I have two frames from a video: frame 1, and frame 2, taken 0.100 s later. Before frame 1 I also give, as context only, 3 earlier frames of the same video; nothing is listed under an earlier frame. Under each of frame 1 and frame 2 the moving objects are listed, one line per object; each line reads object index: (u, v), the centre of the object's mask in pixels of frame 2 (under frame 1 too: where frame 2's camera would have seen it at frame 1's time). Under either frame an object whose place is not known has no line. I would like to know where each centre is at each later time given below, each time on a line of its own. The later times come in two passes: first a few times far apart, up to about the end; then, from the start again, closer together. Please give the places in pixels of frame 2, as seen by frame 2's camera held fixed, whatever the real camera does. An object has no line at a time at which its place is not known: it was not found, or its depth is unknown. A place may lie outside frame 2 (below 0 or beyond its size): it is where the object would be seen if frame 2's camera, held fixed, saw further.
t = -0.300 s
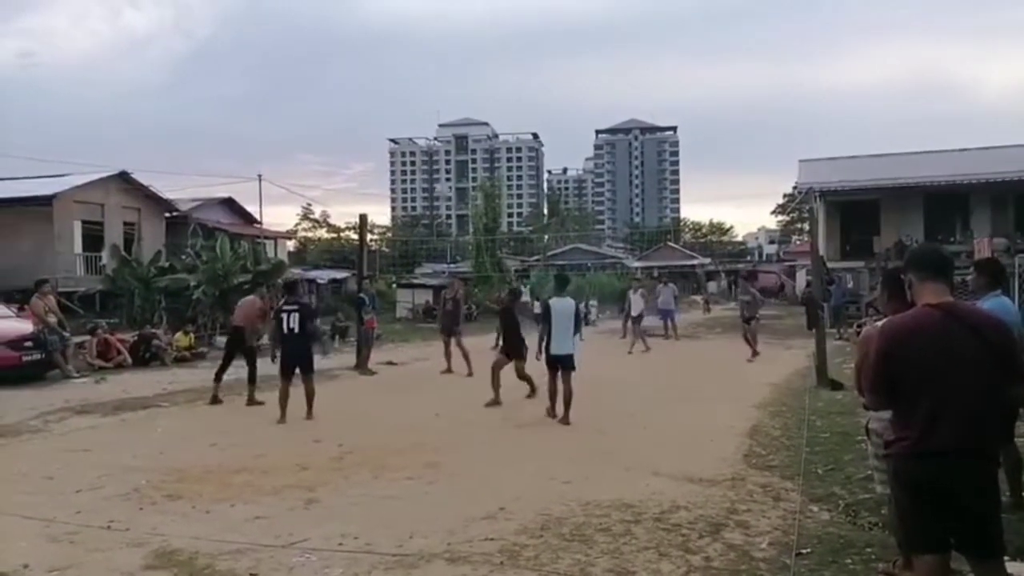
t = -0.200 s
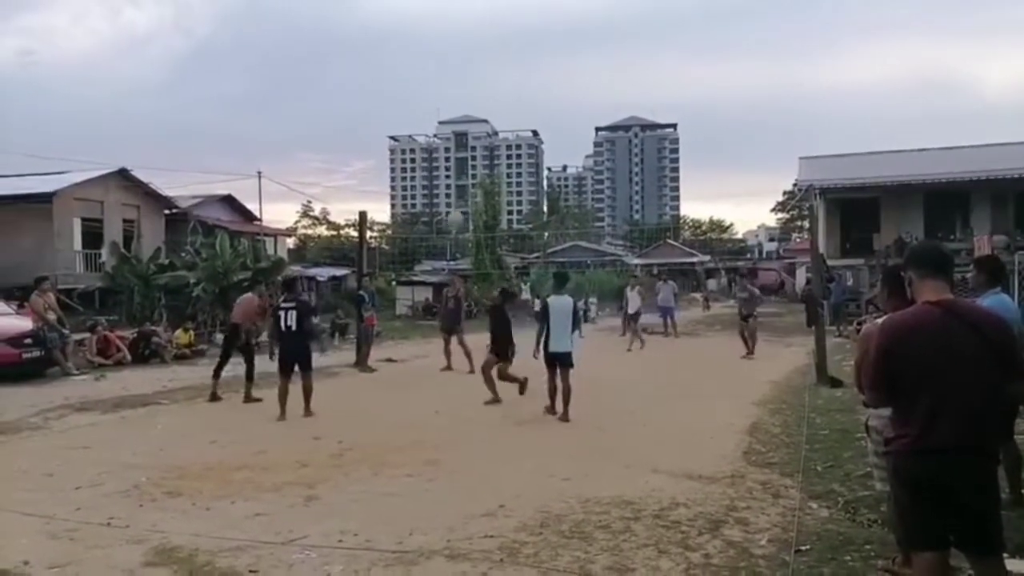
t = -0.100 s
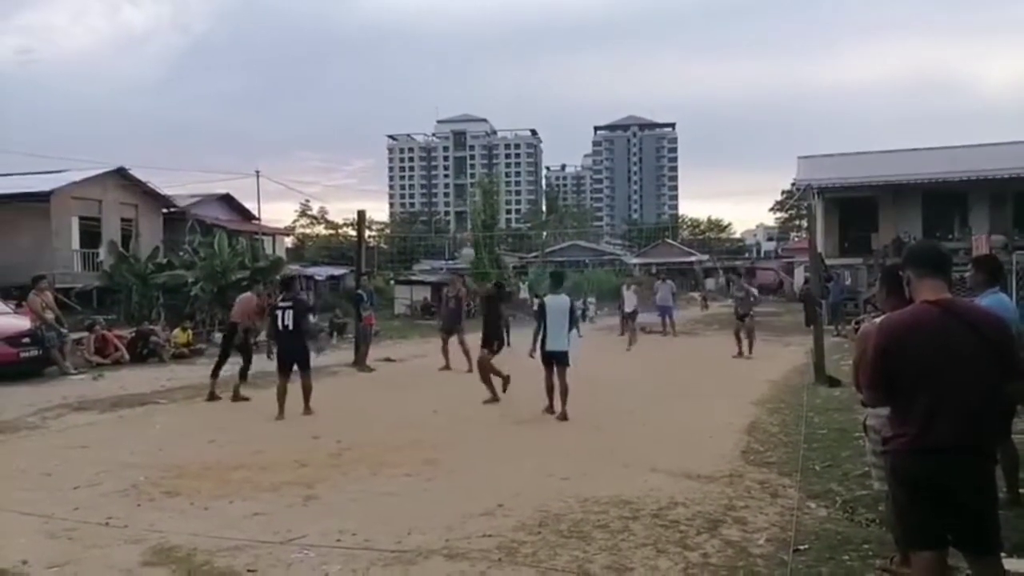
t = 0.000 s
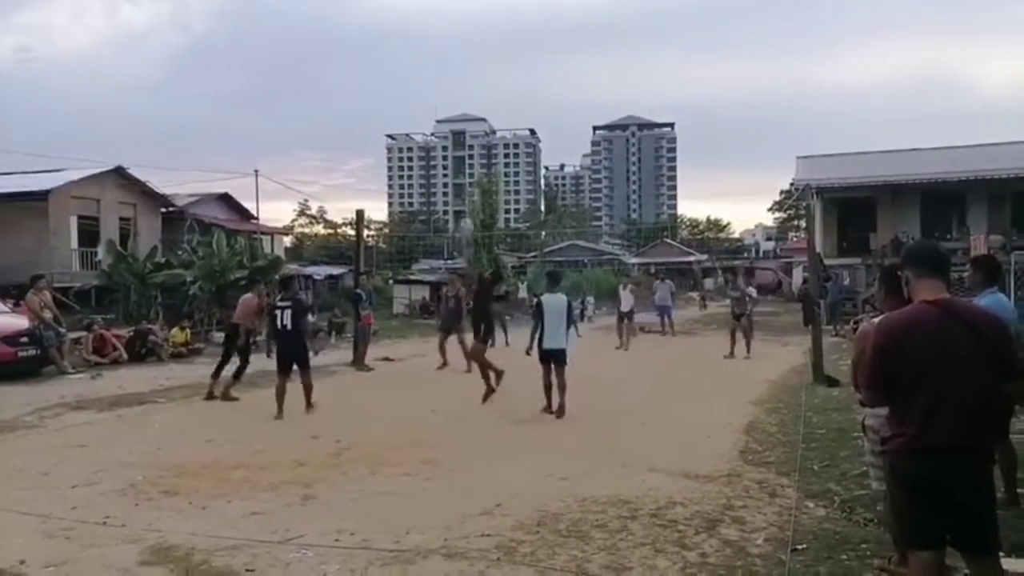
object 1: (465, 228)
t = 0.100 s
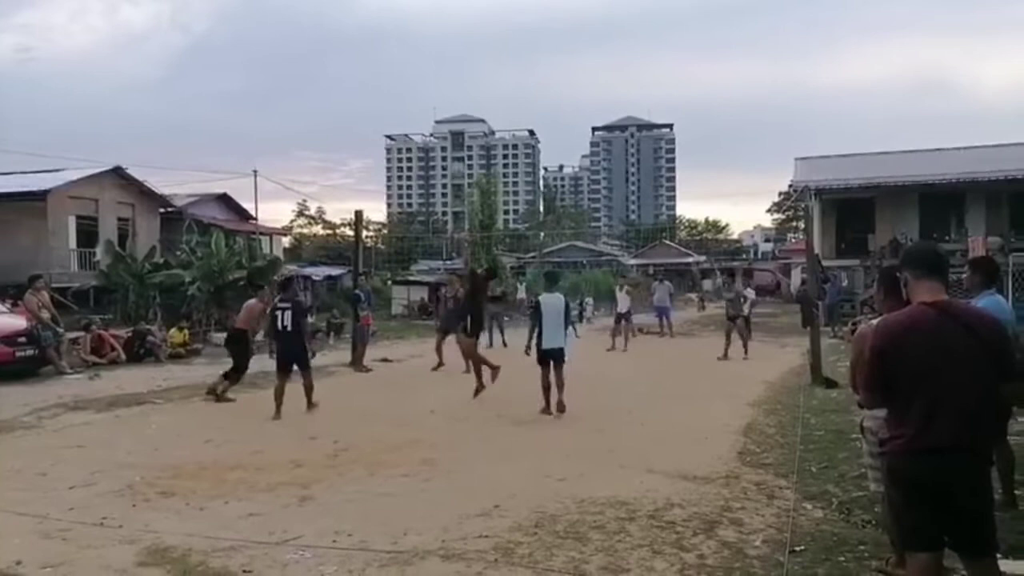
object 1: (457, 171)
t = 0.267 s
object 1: (445, 95)
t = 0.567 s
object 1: (423, 18)
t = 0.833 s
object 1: (407, 8)
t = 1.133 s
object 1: (392, 52)
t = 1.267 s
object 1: (386, 89)
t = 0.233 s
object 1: (447, 108)
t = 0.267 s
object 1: (445, 95)
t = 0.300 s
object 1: (442, 83)
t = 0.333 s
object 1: (440, 72)
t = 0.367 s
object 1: (437, 61)
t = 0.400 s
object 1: (435, 52)
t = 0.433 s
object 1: (432, 43)
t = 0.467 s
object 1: (430, 36)
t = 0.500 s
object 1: (428, 29)
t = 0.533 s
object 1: (425, 23)
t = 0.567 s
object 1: (423, 18)
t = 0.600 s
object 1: (421, 14)
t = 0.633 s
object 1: (419, 11)
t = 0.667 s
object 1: (417, 9)
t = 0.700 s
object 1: (415, 7)
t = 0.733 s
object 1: (413, 6)
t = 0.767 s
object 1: (411, 6)
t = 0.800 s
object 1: (409, 6)
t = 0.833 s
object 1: (407, 8)
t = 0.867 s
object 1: (405, 10)
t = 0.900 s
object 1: (404, 13)
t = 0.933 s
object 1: (402, 16)
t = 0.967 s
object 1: (400, 21)
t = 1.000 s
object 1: (398, 26)
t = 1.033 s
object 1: (396, 32)
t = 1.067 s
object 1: (395, 38)
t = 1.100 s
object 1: (393, 45)
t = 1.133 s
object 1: (392, 52)
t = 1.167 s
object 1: (390, 60)
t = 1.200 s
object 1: (388, 70)
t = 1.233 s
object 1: (387, 79)
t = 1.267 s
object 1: (386, 89)
